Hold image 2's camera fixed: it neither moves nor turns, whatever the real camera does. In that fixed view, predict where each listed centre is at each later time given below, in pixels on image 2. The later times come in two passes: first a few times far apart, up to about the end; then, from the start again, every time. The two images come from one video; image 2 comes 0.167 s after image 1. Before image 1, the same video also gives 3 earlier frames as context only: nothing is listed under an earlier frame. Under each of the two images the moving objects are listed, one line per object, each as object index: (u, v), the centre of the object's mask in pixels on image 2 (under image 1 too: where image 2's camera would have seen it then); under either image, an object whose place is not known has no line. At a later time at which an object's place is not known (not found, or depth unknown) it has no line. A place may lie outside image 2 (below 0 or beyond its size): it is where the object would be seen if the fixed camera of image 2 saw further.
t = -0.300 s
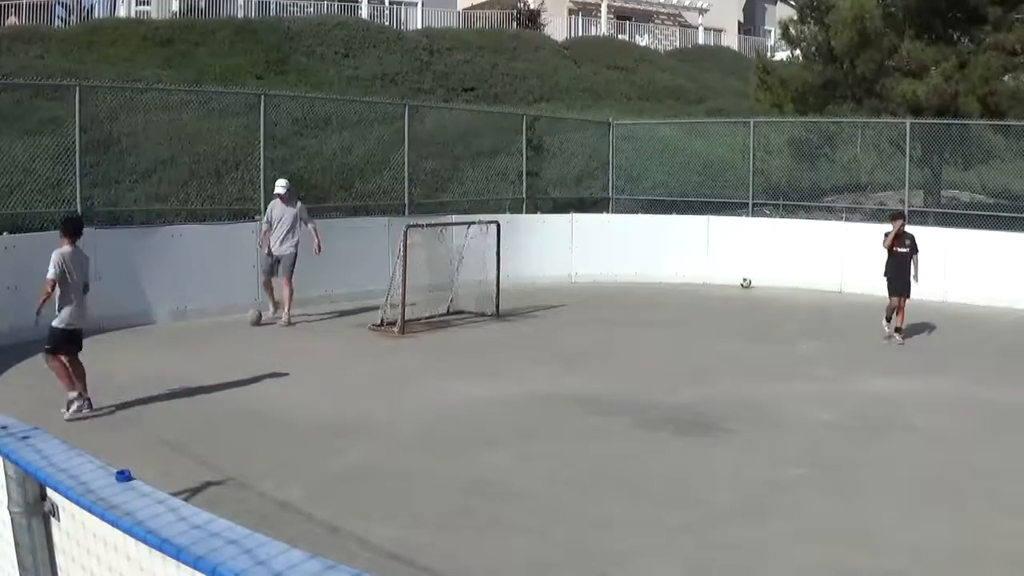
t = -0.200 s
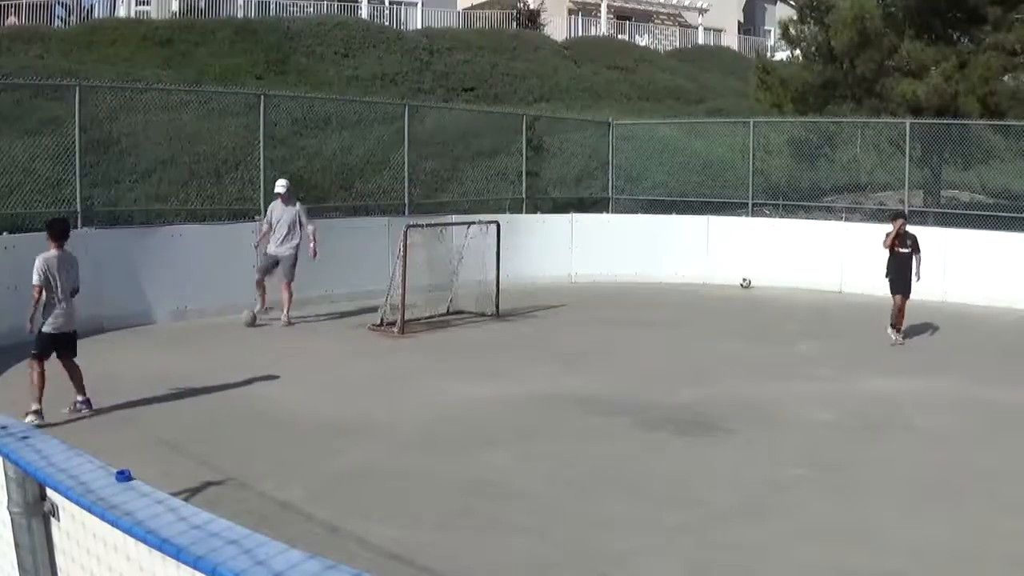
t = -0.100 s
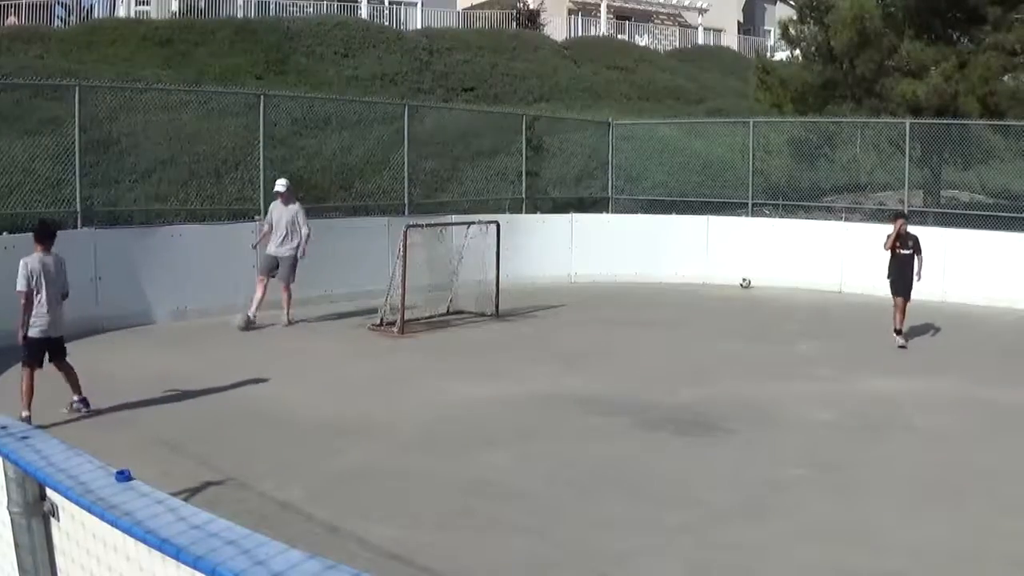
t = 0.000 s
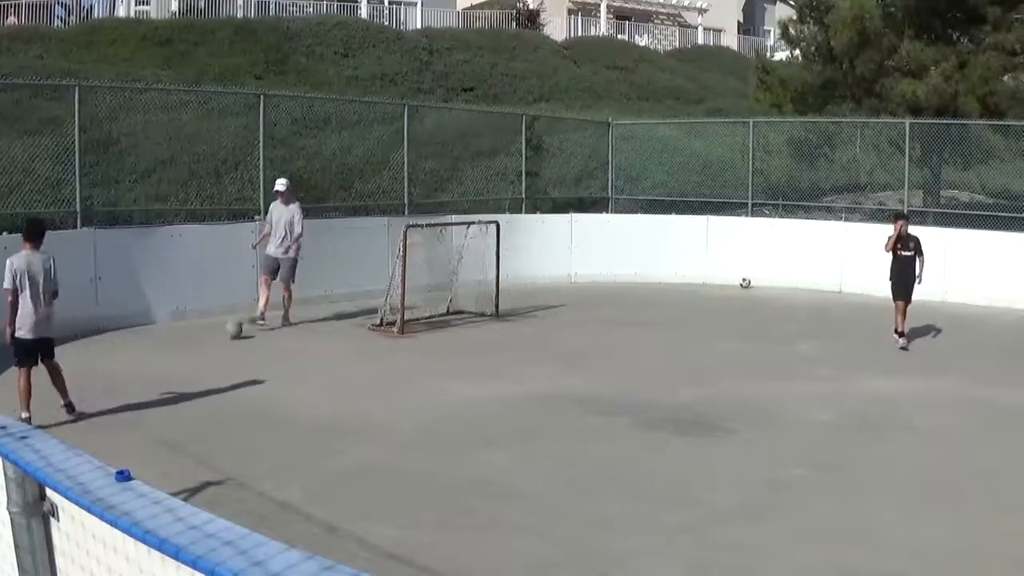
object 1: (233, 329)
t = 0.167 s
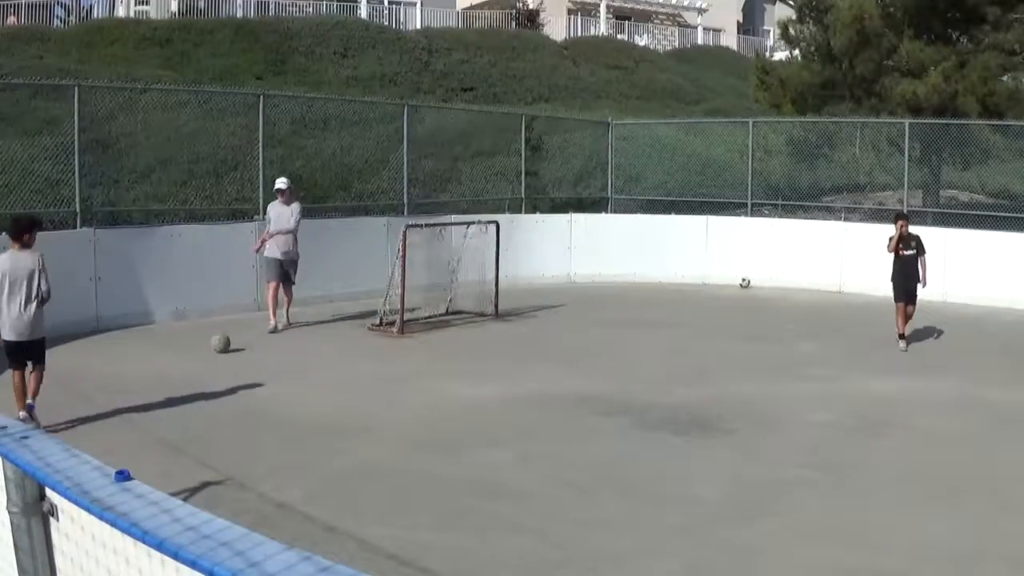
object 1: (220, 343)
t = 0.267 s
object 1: (214, 350)
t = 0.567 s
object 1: (189, 375)
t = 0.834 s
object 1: (162, 400)
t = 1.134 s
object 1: (124, 440)
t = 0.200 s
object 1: (218, 345)
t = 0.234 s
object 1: (216, 348)
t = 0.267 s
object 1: (214, 350)
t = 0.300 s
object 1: (212, 353)
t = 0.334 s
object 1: (208, 355)
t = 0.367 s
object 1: (206, 357)
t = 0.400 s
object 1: (206, 362)
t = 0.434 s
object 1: (201, 364)
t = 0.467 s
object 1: (198, 367)
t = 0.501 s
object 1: (195, 369)
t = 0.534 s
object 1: (192, 372)
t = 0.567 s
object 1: (189, 375)
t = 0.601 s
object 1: (185, 378)
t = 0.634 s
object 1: (182, 381)
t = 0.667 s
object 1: (179, 384)
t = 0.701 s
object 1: (176, 387)
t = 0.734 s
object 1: (174, 391)
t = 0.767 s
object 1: (170, 394)
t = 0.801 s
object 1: (167, 398)
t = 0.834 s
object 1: (162, 400)
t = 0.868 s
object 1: (159, 405)
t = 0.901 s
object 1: (155, 410)
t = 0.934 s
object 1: (150, 412)
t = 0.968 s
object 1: (146, 418)
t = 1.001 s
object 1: (142, 421)
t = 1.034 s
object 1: (137, 426)
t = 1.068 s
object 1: (134, 431)
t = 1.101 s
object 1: (130, 435)
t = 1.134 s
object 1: (124, 440)
